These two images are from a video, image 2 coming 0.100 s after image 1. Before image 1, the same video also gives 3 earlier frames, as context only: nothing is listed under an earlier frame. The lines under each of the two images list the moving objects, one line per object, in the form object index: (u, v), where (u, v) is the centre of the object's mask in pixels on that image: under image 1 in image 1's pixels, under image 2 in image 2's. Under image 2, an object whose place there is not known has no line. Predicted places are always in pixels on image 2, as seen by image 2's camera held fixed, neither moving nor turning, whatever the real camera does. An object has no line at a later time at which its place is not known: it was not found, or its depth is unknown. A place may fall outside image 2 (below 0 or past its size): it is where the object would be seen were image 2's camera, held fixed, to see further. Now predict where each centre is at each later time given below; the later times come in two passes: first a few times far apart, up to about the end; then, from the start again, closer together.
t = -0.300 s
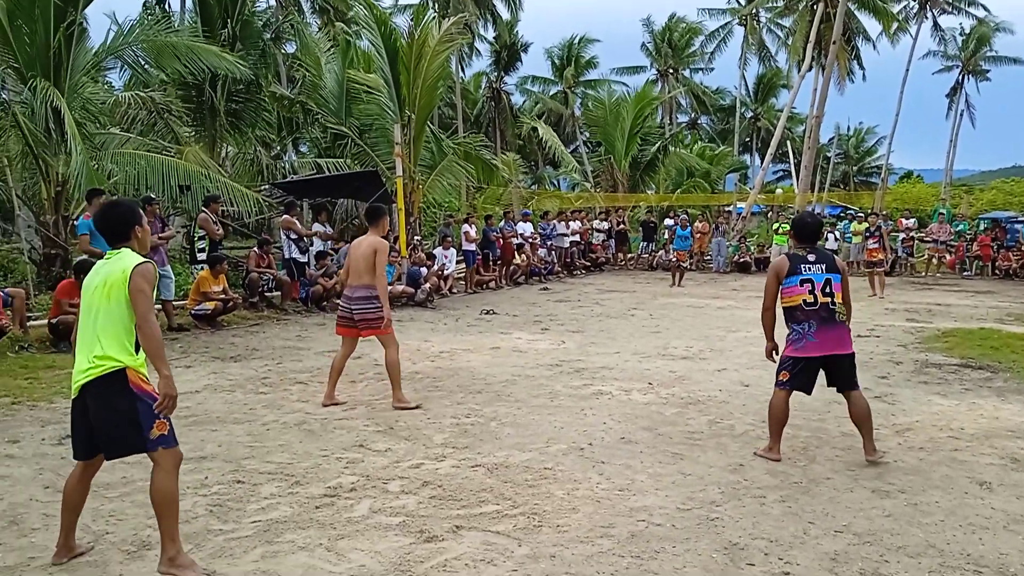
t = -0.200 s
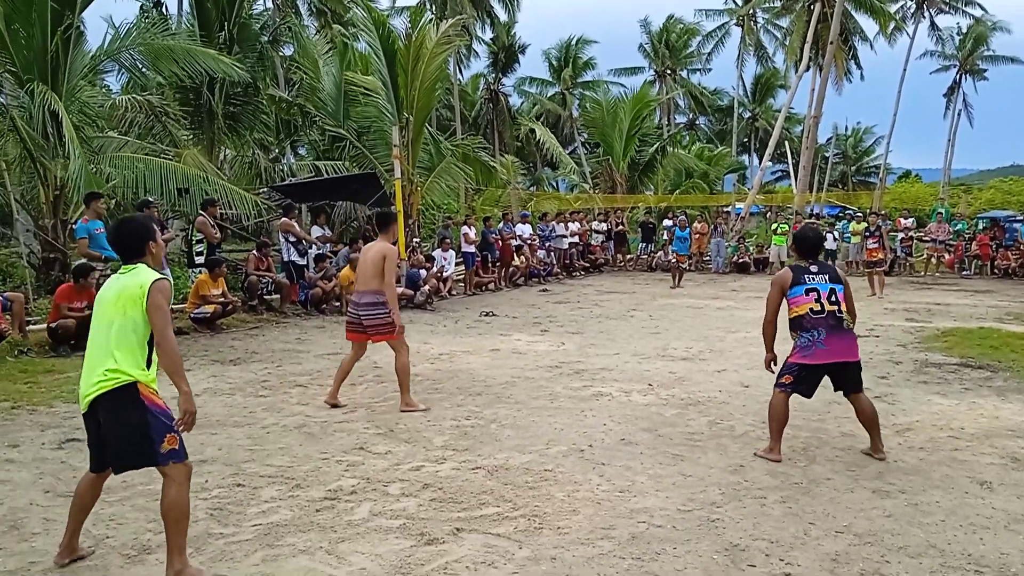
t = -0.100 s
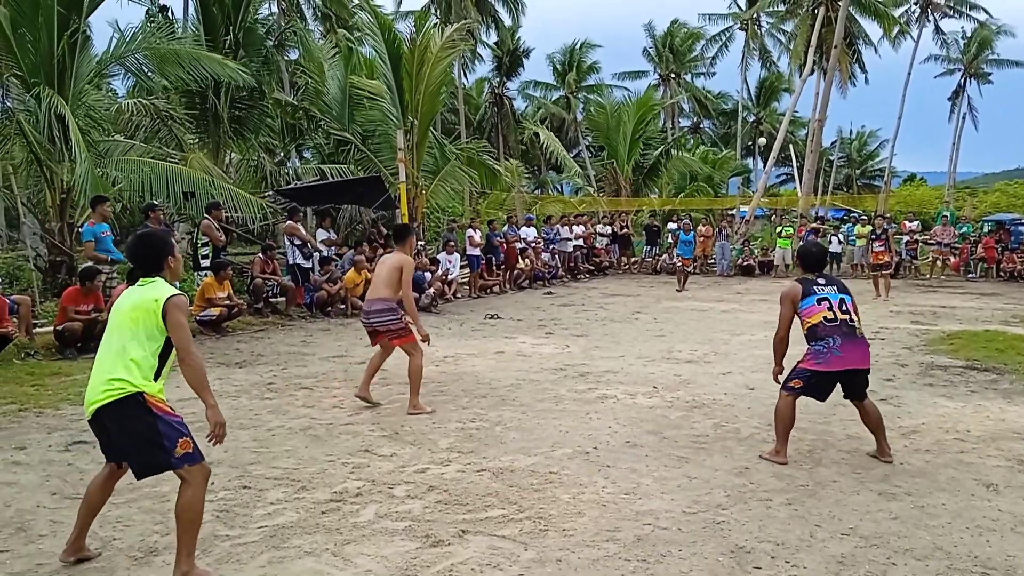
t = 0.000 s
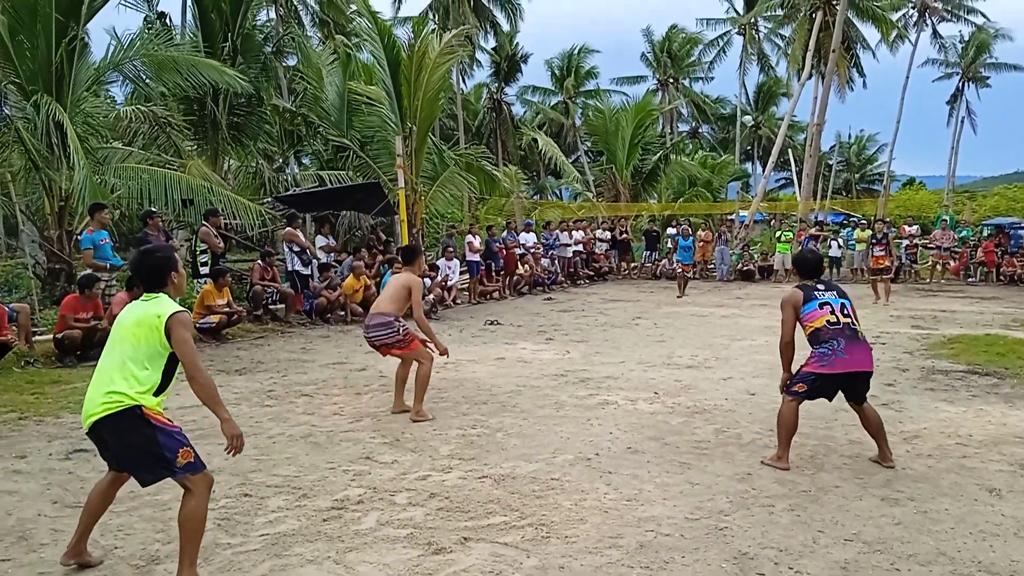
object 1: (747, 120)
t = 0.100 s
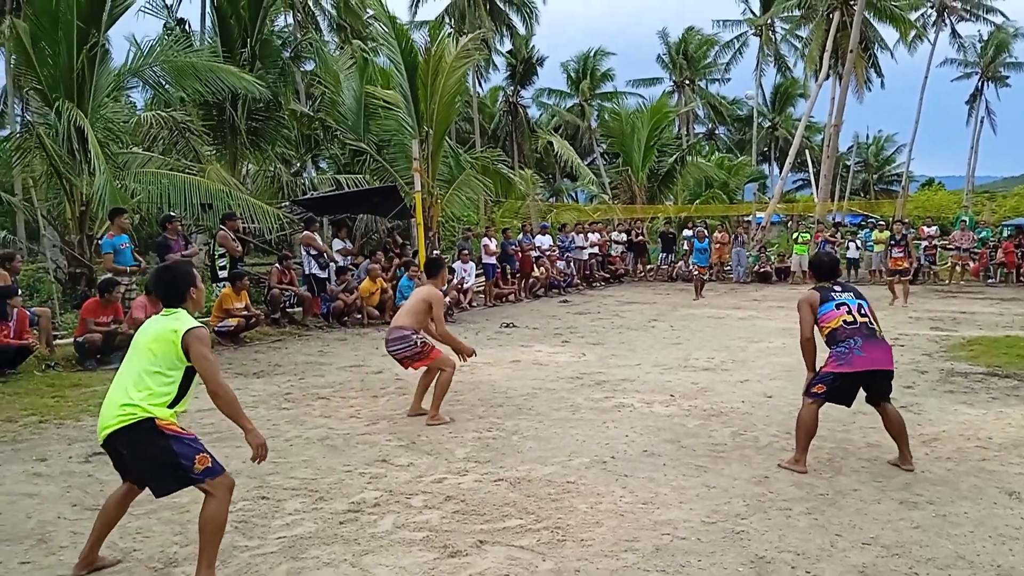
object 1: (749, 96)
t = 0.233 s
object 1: (728, 64)
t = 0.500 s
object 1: (669, 15)
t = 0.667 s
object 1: (614, 7)
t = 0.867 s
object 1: (497, 69)
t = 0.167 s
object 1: (738, 79)
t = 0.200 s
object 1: (733, 71)
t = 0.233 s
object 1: (728, 64)
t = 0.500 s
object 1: (669, 15)
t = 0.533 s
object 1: (659, 12)
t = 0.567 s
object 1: (648, 9)
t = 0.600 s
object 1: (637, 7)
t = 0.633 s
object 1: (626, 6)
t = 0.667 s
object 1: (614, 7)
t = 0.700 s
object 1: (599, 10)
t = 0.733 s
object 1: (584, 15)
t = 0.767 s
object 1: (566, 23)
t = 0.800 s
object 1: (546, 34)
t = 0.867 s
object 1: (497, 69)
